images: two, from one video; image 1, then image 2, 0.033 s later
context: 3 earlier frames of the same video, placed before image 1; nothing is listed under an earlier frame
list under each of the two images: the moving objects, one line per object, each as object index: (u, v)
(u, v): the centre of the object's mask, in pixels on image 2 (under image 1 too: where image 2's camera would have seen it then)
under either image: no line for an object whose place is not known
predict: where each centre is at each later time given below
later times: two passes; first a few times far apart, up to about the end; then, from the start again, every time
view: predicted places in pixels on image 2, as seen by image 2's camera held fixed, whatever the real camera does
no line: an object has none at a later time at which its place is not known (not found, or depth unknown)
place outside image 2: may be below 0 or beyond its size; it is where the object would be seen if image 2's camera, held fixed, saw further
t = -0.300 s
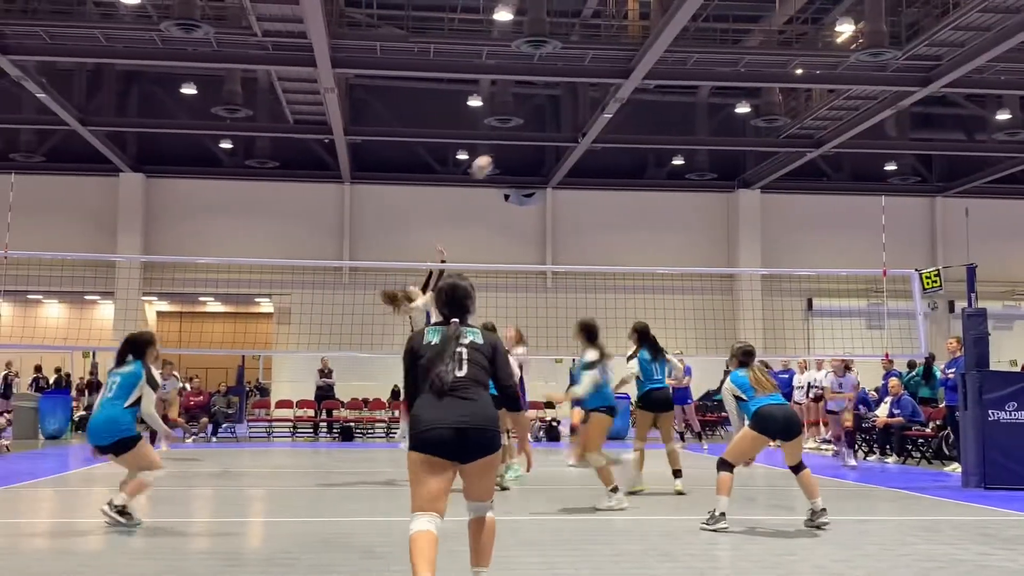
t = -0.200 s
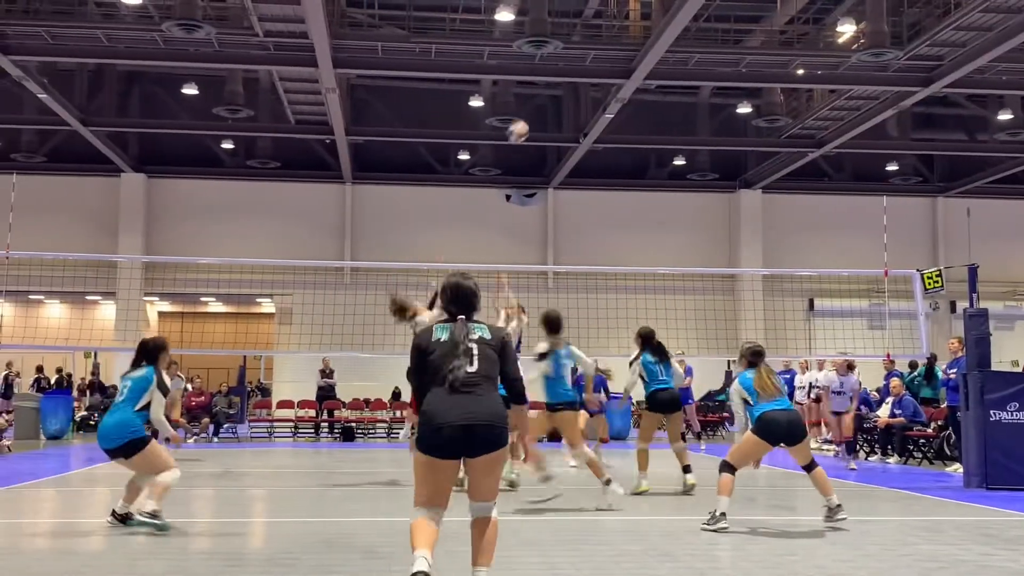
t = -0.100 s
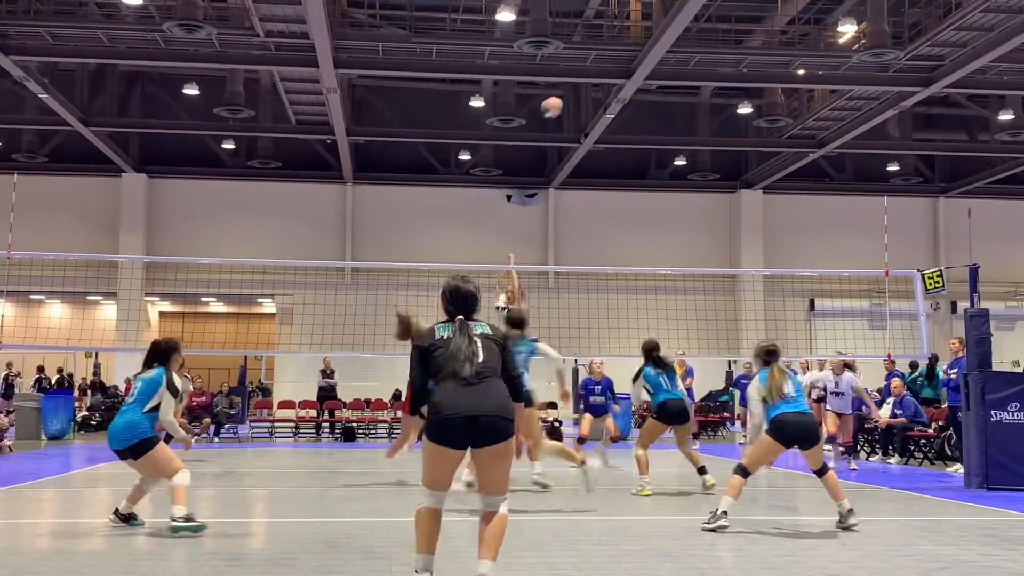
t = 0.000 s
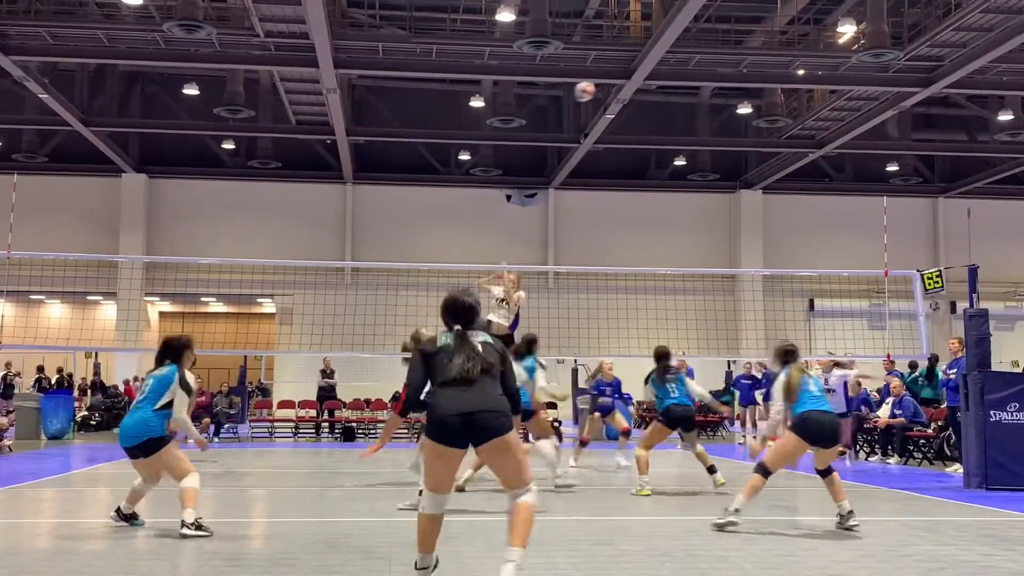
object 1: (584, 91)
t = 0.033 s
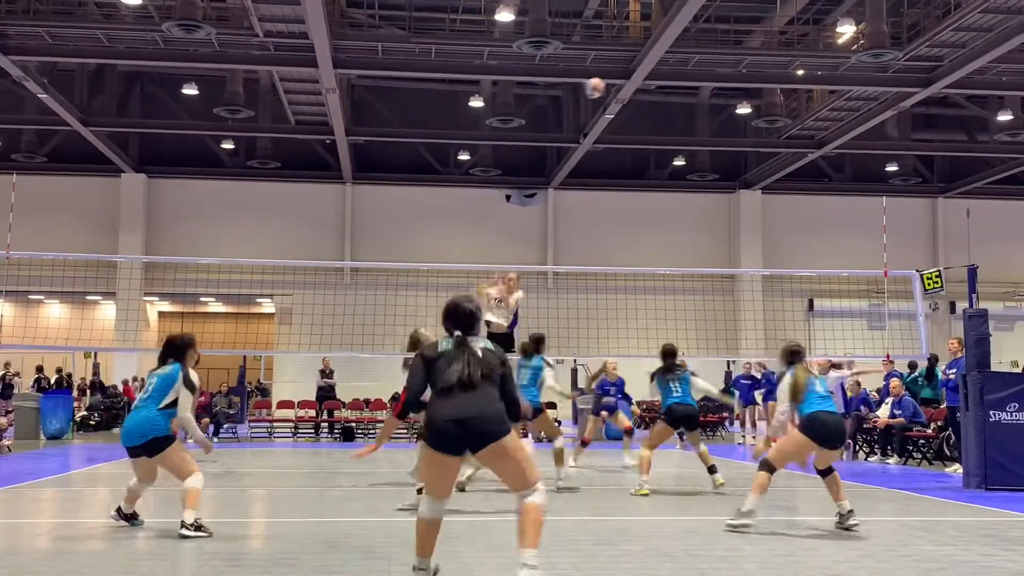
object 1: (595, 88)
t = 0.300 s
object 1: (677, 95)
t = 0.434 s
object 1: (715, 121)
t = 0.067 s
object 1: (605, 85)
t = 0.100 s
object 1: (616, 83)
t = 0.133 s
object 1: (626, 83)
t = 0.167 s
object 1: (636, 84)
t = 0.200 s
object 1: (647, 85)
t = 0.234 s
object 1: (656, 88)
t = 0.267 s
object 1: (667, 91)
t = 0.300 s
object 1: (677, 95)
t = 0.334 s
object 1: (687, 100)
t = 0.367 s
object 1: (697, 106)
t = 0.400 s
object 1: (706, 113)
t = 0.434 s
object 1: (715, 121)
